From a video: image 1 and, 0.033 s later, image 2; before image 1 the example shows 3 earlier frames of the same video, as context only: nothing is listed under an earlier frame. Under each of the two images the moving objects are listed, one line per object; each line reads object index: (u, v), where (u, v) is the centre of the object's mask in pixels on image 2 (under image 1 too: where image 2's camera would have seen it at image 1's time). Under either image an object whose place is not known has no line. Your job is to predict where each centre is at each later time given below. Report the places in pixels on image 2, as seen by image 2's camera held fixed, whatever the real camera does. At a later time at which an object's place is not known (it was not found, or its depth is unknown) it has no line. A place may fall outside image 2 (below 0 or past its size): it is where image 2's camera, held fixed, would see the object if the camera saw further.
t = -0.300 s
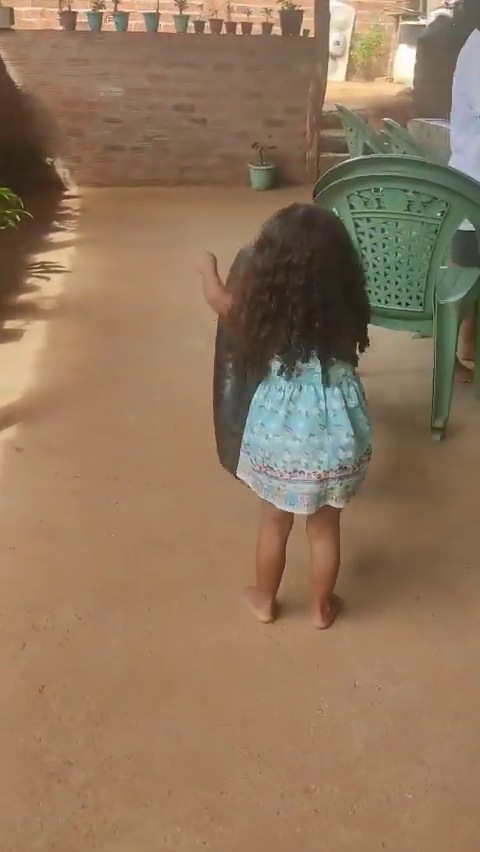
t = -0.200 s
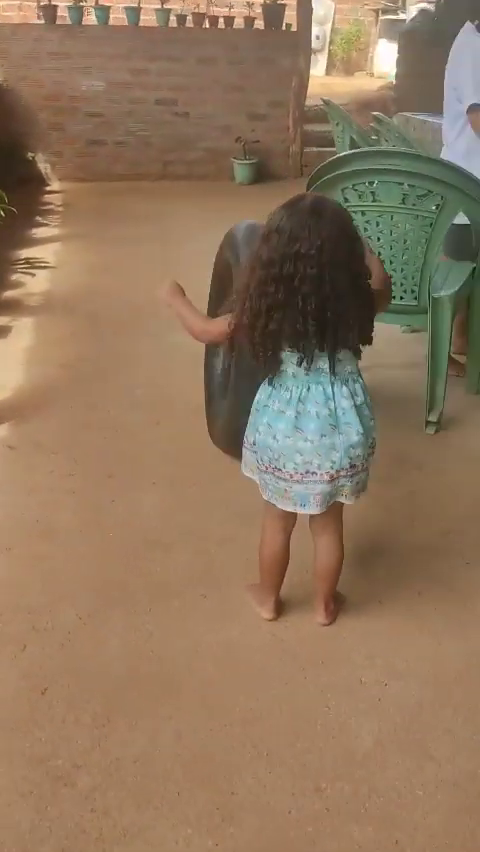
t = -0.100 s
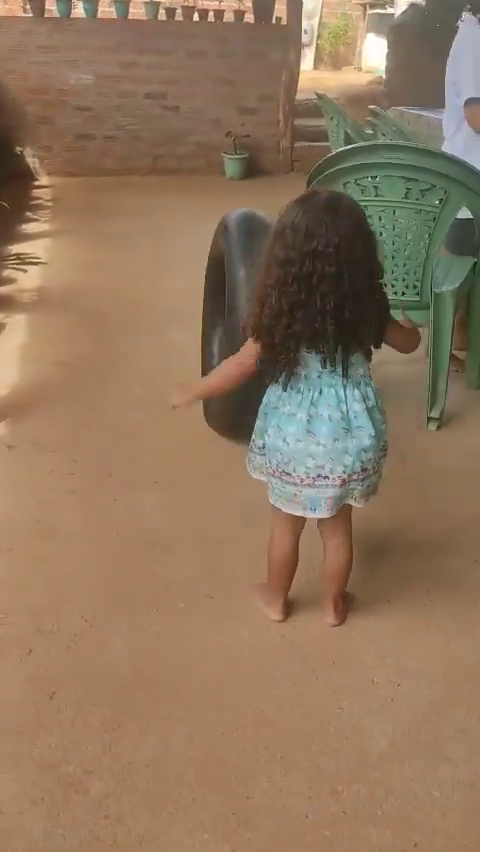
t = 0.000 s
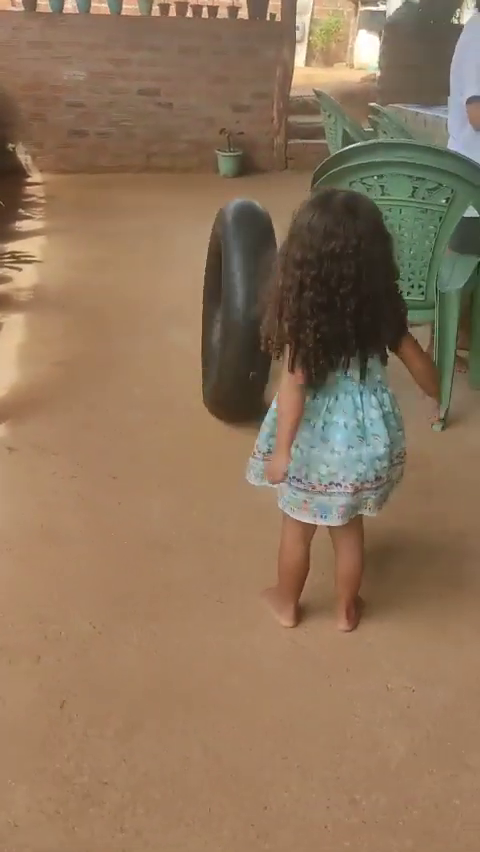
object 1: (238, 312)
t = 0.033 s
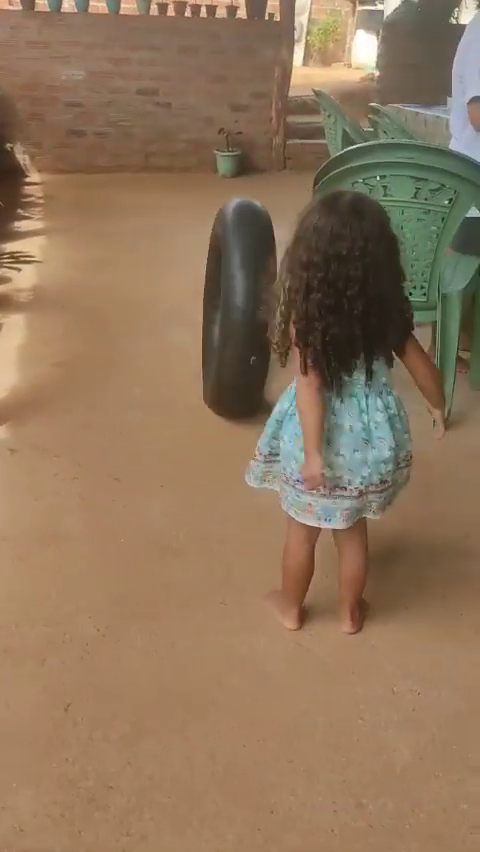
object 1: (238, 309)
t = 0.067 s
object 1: (237, 307)
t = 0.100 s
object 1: (235, 303)
